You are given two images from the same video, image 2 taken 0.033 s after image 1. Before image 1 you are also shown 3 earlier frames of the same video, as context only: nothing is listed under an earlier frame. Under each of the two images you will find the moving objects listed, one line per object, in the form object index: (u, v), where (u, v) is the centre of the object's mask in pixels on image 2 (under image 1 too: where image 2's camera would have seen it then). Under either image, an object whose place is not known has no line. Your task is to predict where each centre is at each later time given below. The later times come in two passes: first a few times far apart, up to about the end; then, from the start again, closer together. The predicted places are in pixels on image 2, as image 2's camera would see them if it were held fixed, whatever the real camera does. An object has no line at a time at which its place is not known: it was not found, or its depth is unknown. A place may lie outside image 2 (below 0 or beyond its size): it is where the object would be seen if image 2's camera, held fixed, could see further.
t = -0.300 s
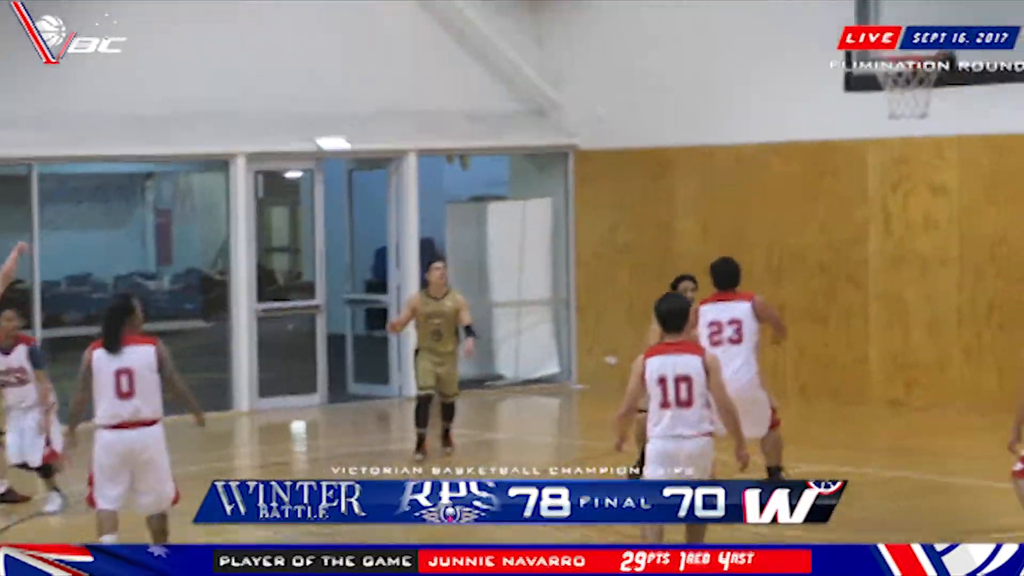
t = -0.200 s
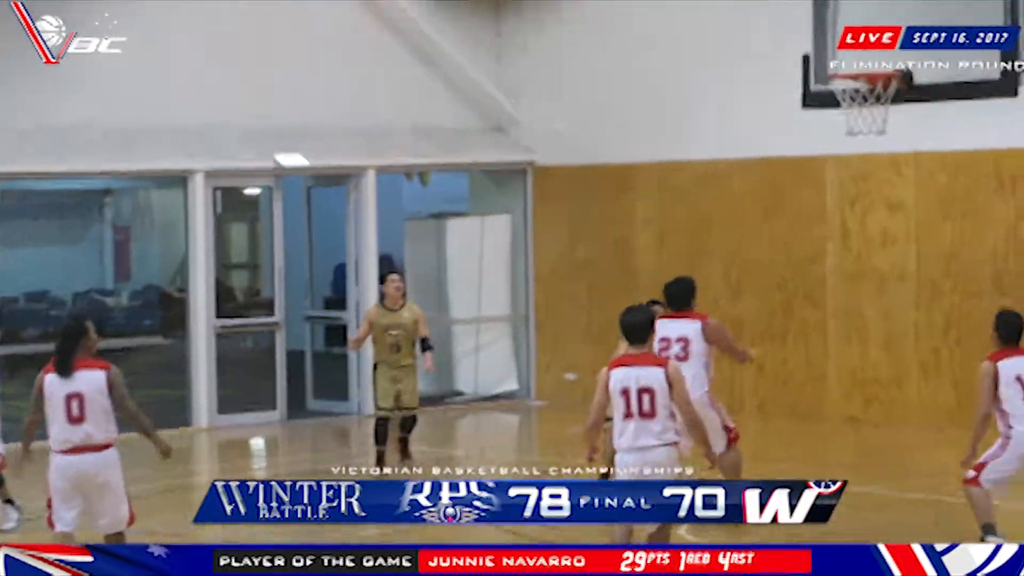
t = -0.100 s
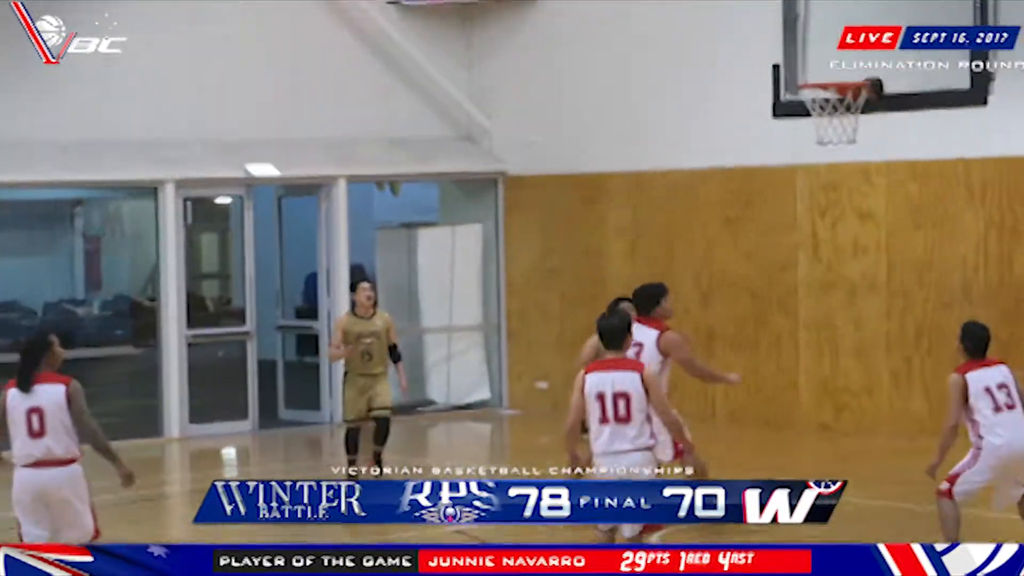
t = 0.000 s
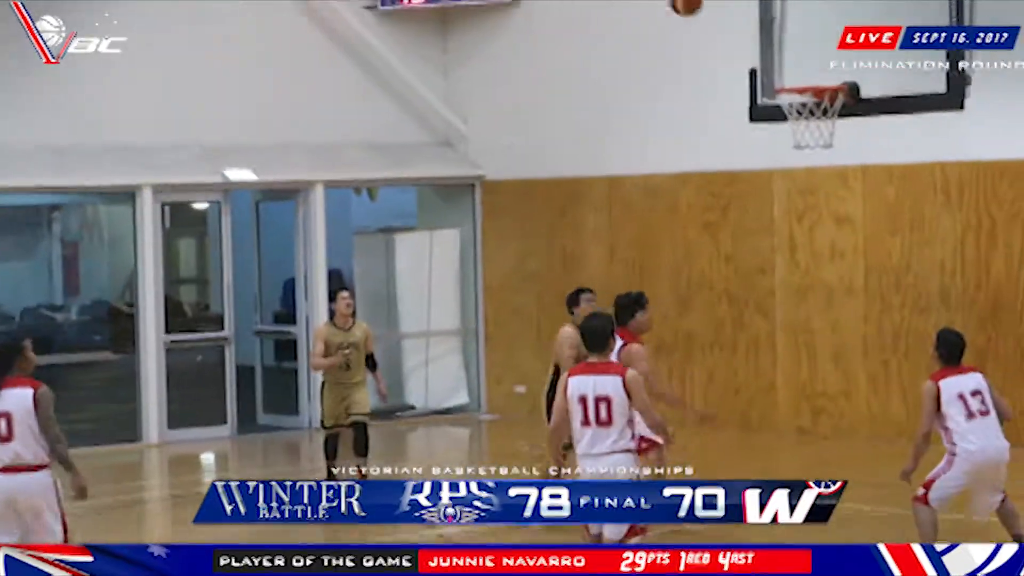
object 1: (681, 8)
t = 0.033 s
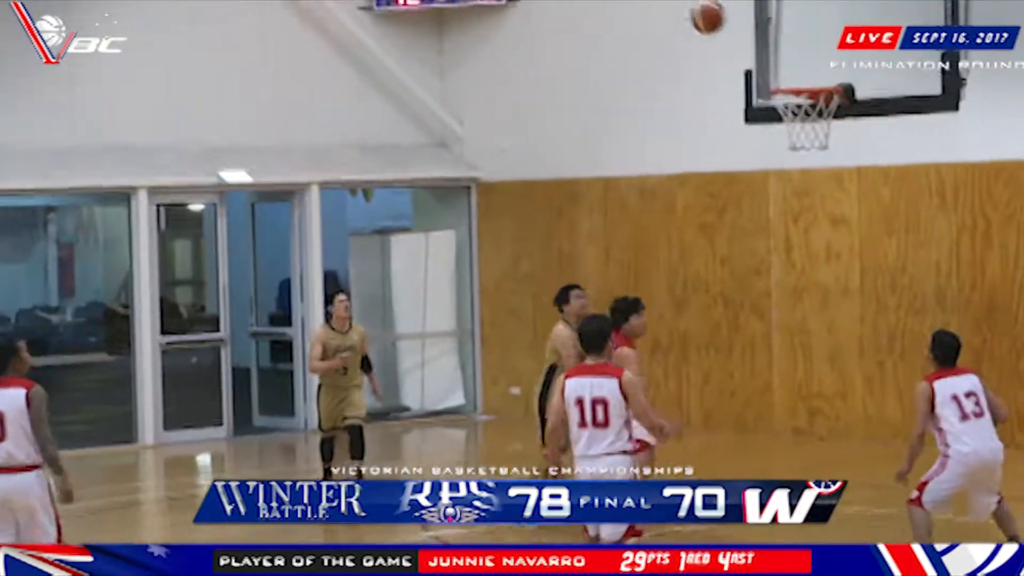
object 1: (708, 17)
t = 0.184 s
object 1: (814, 92)
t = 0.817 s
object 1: (801, 251)
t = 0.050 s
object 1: (722, 25)
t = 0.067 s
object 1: (736, 36)
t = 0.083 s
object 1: (748, 47)
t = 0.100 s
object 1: (762, 54)
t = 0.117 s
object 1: (776, 65)
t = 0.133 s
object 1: (790, 75)
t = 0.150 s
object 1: (800, 78)
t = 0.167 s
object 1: (812, 89)
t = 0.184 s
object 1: (814, 92)
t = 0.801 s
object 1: (800, 240)
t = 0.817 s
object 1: (801, 251)
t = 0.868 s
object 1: (803, 283)
